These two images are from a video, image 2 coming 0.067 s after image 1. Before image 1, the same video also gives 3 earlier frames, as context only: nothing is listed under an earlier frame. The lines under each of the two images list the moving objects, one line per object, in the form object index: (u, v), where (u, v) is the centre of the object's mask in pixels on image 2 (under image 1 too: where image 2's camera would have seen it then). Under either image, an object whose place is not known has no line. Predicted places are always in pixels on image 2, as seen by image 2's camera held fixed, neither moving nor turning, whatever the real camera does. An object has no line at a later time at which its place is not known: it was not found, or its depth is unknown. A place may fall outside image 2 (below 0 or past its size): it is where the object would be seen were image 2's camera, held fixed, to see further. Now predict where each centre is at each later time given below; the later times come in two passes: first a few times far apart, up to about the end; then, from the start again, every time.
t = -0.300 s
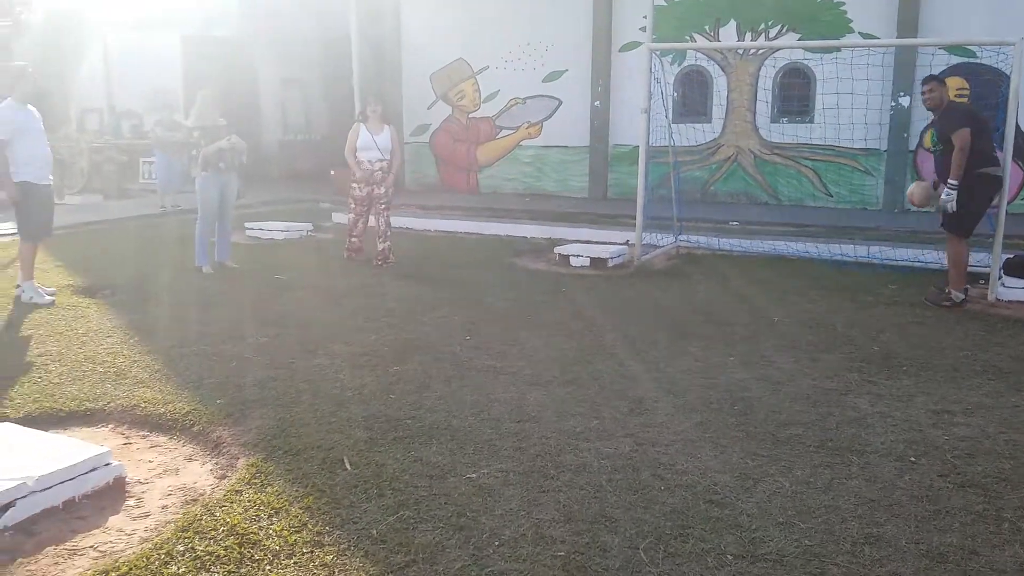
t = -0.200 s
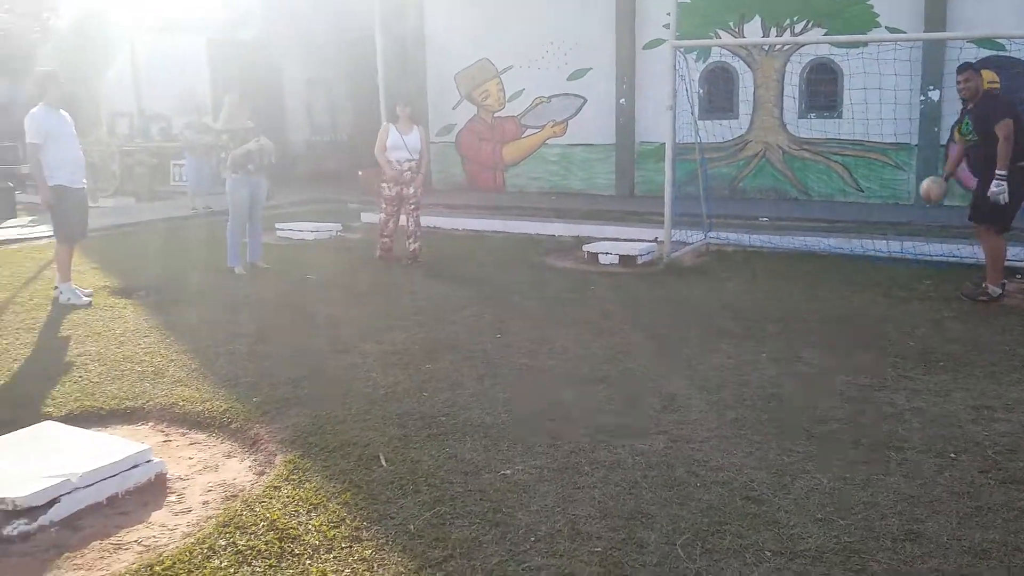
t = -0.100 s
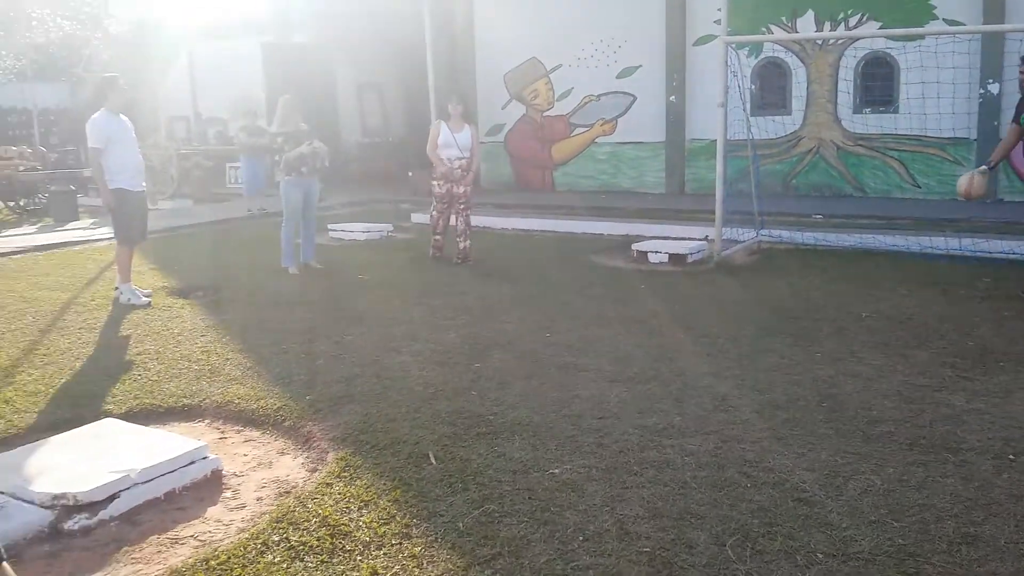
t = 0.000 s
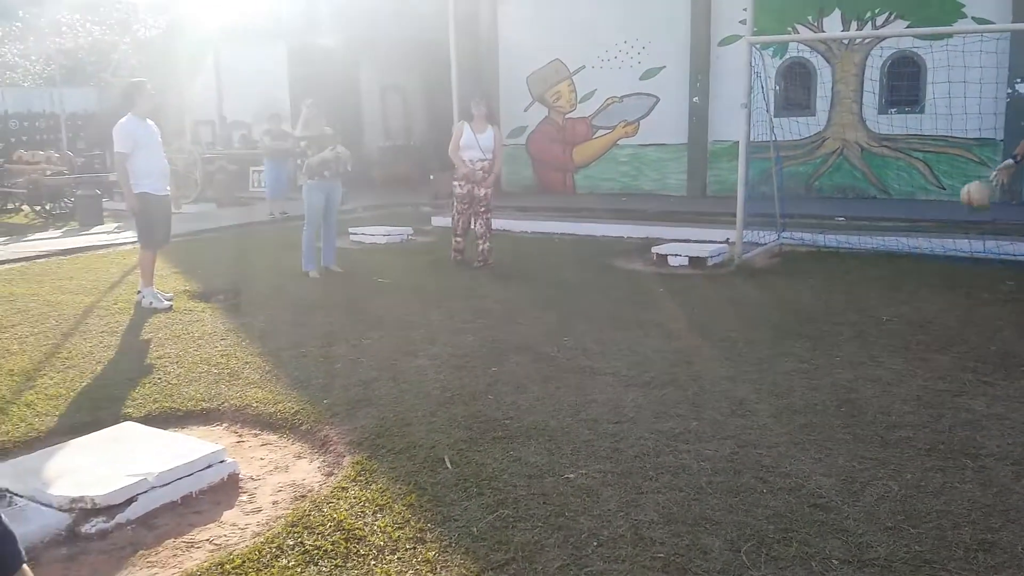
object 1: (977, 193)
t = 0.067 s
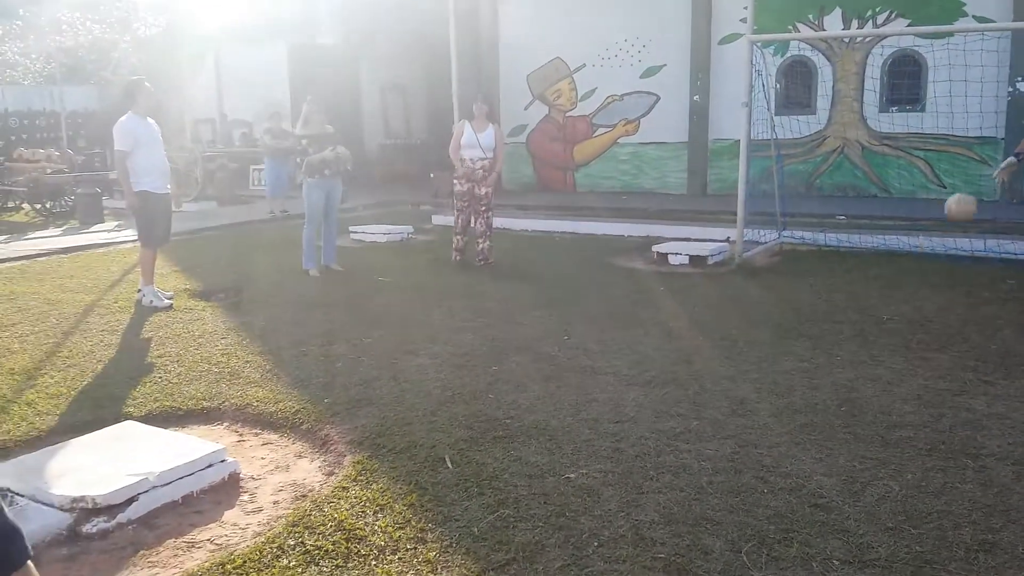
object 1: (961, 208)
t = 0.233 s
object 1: (918, 271)
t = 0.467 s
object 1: (868, 293)
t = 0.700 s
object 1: (823, 295)
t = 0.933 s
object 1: (770, 355)
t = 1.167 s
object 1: (724, 341)
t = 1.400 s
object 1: (667, 404)
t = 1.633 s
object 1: (609, 408)
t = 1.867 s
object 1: (540, 457)
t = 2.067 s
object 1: (468, 518)
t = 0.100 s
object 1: (953, 217)
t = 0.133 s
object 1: (944, 228)
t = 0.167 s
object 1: (936, 241)
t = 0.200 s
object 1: (927, 255)
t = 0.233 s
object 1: (918, 271)
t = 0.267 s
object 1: (908, 290)
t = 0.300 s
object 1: (898, 310)
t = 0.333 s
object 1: (890, 325)
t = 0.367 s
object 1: (885, 315)
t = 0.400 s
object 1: (880, 306)
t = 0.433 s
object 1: (875, 299)
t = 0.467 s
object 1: (868, 293)
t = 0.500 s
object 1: (862, 287)
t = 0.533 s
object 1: (856, 284)
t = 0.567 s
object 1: (851, 283)
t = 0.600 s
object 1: (844, 283)
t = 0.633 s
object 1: (837, 286)
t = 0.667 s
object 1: (831, 290)
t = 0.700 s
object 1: (823, 295)
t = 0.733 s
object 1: (816, 304)
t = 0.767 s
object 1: (808, 313)
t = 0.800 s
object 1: (800, 325)
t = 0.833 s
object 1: (792, 339)
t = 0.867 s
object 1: (783, 356)
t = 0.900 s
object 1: (776, 364)
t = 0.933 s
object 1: (770, 355)
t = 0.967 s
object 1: (764, 347)
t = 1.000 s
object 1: (759, 341)
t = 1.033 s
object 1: (752, 337)
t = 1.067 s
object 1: (745, 335)
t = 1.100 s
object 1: (738, 335)
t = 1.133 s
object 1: (731, 336)
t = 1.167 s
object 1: (724, 341)
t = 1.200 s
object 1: (716, 347)
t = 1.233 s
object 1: (708, 355)
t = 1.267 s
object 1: (700, 366)
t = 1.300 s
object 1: (692, 380)
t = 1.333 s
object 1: (685, 396)
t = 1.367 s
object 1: (675, 412)
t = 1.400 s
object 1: (667, 404)
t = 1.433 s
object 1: (659, 399)
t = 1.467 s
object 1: (653, 397)
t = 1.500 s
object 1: (644, 393)
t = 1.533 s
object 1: (636, 393)
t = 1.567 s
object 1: (628, 395)
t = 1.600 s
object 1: (618, 401)
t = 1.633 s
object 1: (609, 408)
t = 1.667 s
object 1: (600, 418)
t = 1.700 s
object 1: (590, 432)
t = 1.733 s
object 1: (581, 448)
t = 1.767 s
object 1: (571, 461)
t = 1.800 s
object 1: (560, 457)
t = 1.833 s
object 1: (550, 457)
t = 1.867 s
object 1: (540, 457)
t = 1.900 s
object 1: (528, 460)
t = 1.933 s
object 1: (517, 467)
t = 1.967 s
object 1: (505, 479)
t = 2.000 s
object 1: (493, 492)
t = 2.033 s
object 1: (480, 508)
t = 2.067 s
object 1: (468, 518)
